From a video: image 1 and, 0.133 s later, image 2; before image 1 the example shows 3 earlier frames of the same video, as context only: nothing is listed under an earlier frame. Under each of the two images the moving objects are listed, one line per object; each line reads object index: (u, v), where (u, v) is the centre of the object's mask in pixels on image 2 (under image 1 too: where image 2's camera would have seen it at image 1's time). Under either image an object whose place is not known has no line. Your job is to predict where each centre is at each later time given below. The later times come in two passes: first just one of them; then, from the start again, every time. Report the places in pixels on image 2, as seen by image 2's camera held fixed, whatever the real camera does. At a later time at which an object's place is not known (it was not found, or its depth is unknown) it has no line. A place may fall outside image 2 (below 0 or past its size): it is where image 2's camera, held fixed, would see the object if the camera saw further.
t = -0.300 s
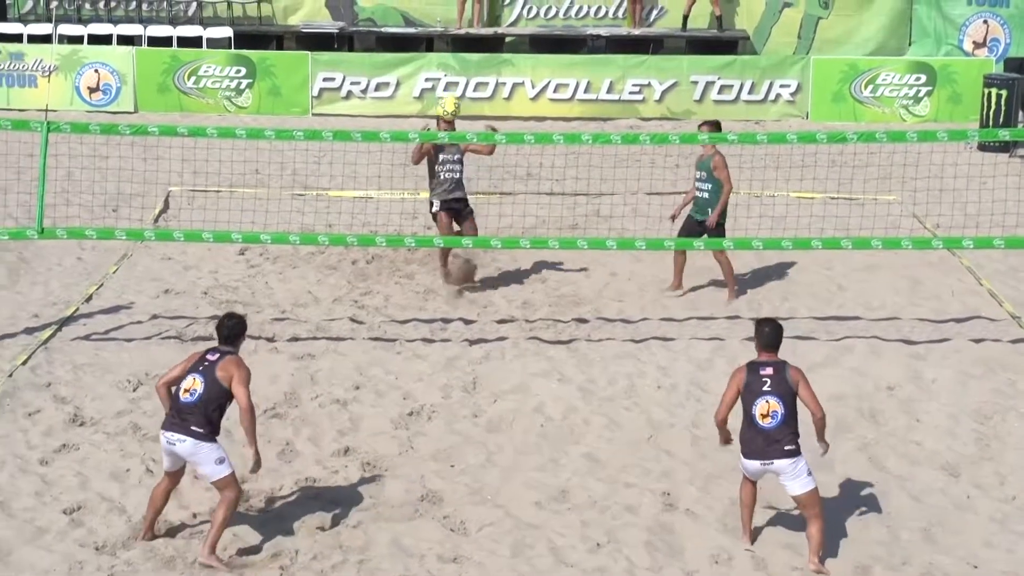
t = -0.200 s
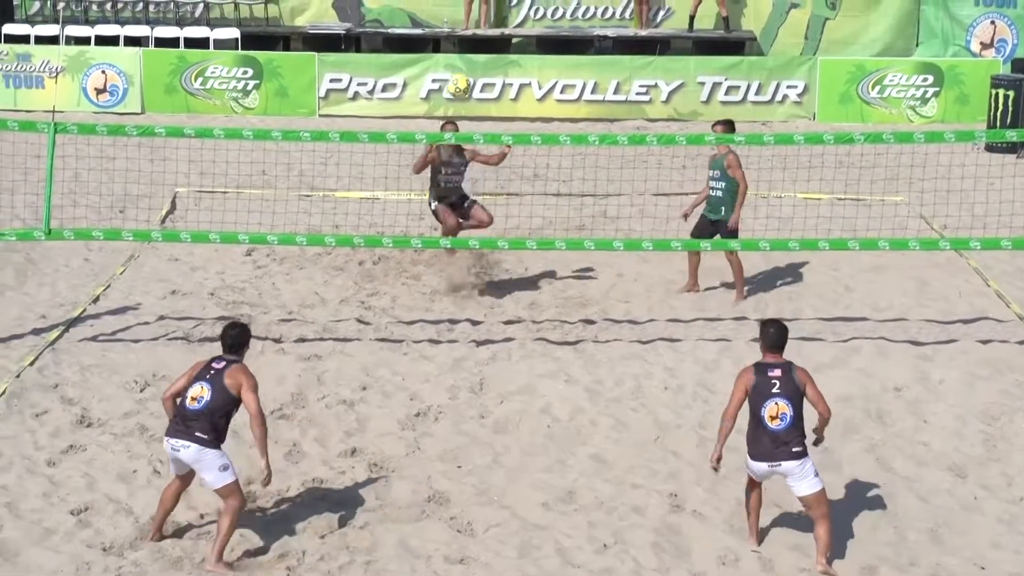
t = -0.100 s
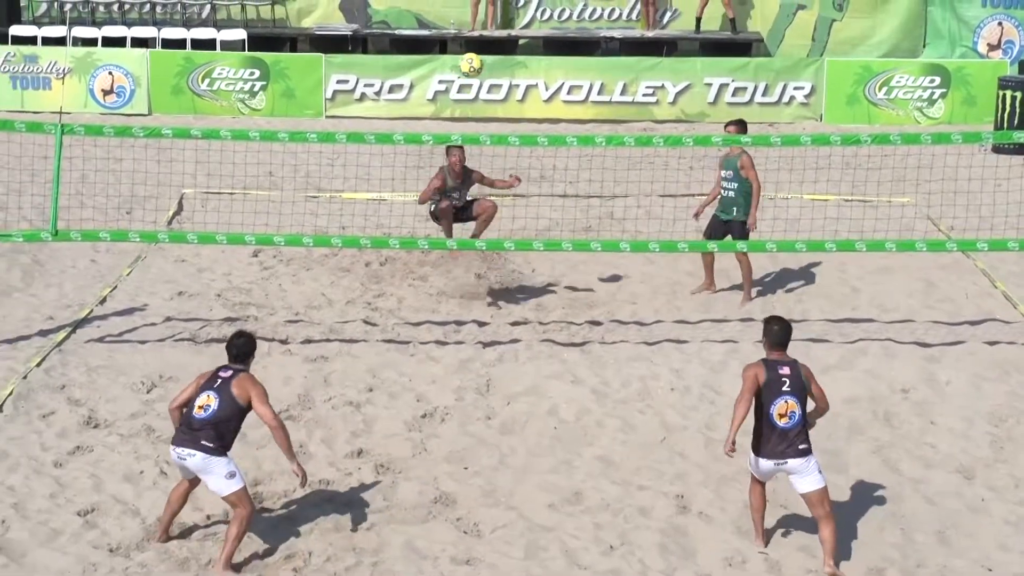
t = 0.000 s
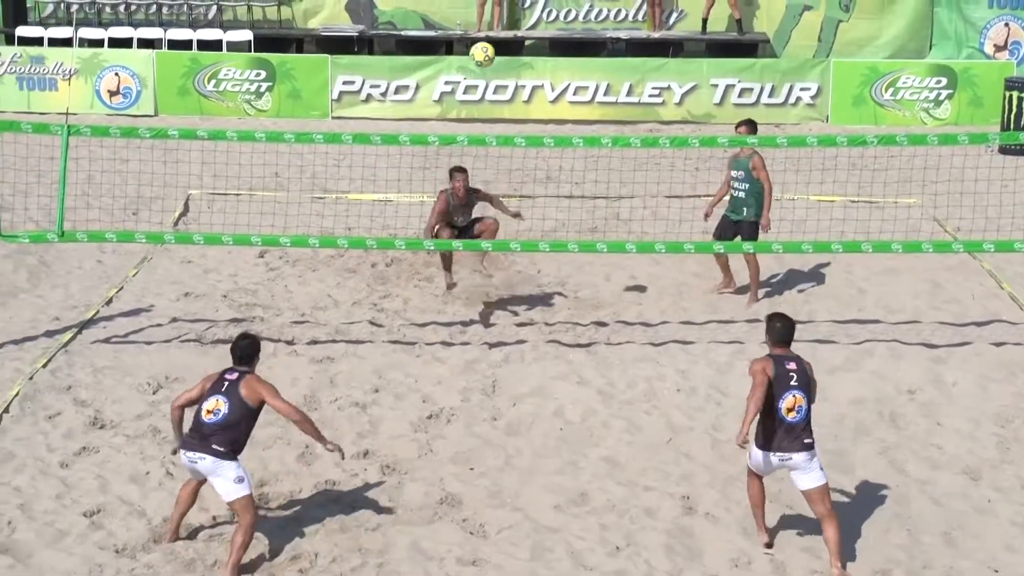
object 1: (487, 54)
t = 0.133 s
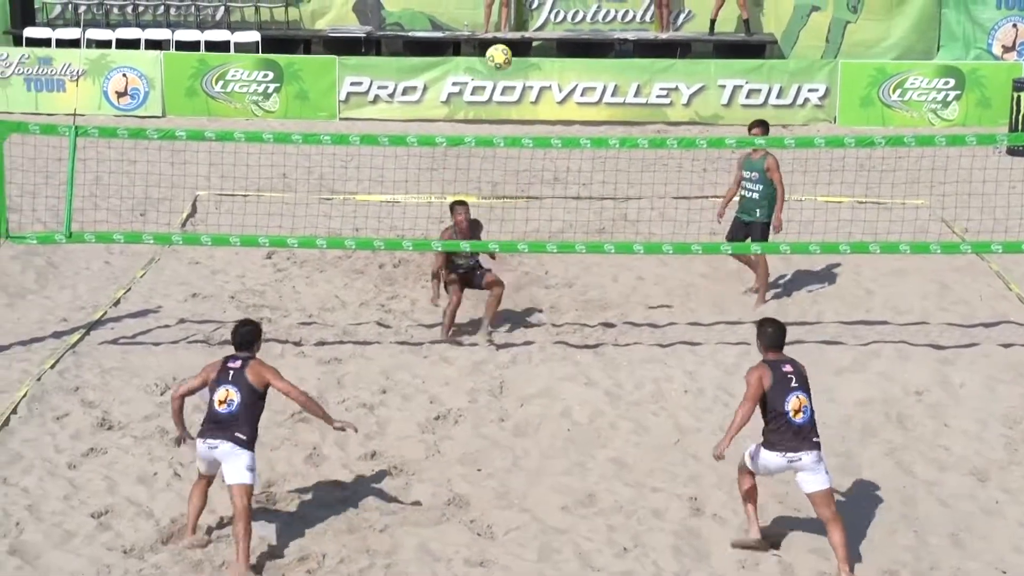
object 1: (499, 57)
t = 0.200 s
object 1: (505, 66)
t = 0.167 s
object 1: (502, 61)
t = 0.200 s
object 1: (505, 66)
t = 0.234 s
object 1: (507, 74)
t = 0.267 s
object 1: (511, 82)
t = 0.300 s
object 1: (513, 91)
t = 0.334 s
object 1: (517, 104)
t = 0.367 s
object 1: (521, 117)
